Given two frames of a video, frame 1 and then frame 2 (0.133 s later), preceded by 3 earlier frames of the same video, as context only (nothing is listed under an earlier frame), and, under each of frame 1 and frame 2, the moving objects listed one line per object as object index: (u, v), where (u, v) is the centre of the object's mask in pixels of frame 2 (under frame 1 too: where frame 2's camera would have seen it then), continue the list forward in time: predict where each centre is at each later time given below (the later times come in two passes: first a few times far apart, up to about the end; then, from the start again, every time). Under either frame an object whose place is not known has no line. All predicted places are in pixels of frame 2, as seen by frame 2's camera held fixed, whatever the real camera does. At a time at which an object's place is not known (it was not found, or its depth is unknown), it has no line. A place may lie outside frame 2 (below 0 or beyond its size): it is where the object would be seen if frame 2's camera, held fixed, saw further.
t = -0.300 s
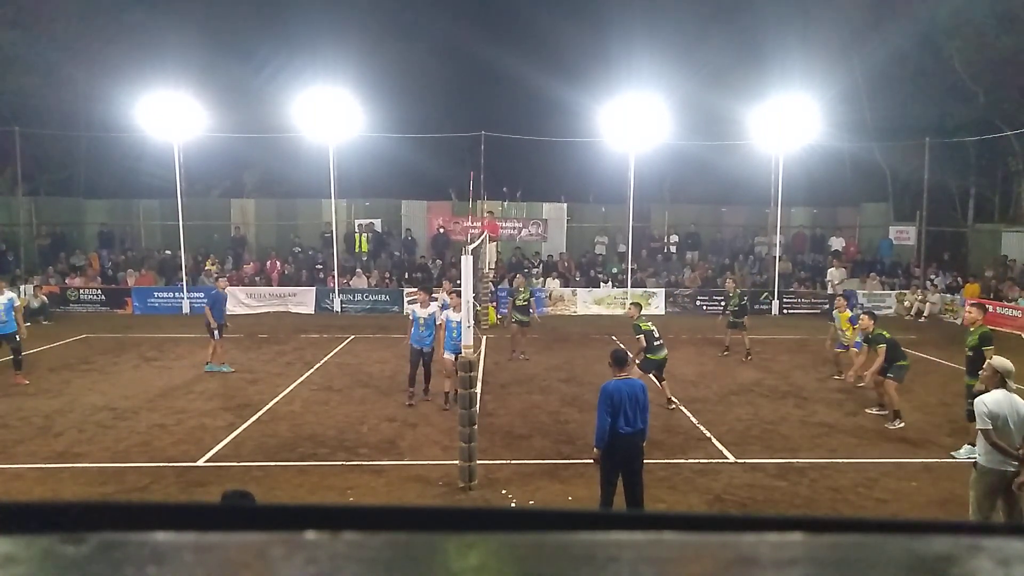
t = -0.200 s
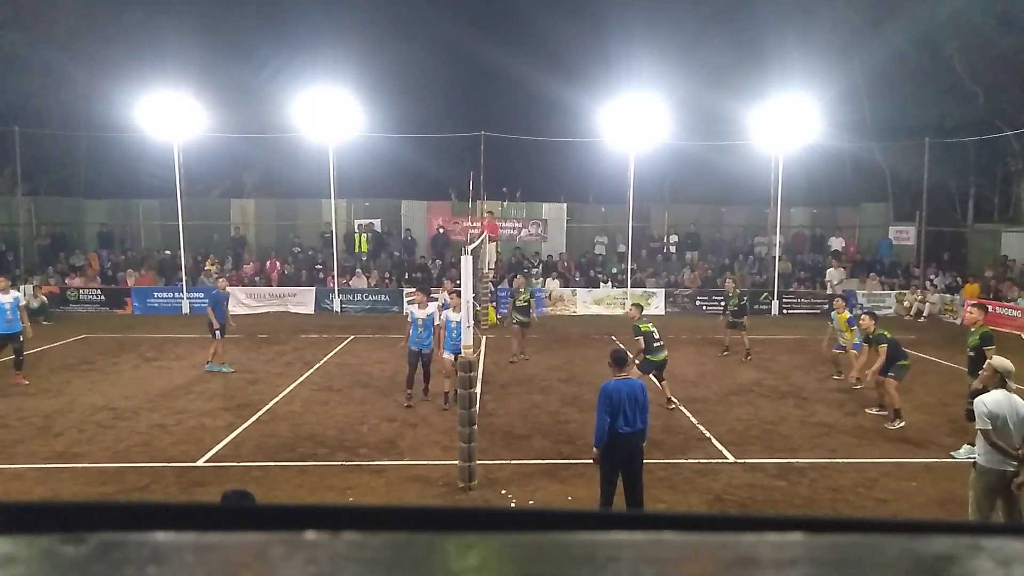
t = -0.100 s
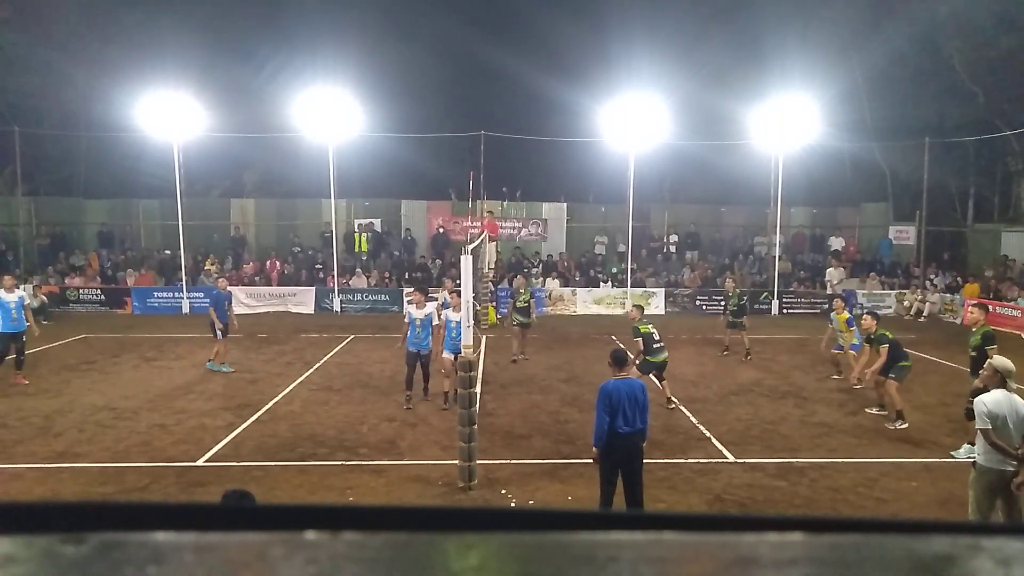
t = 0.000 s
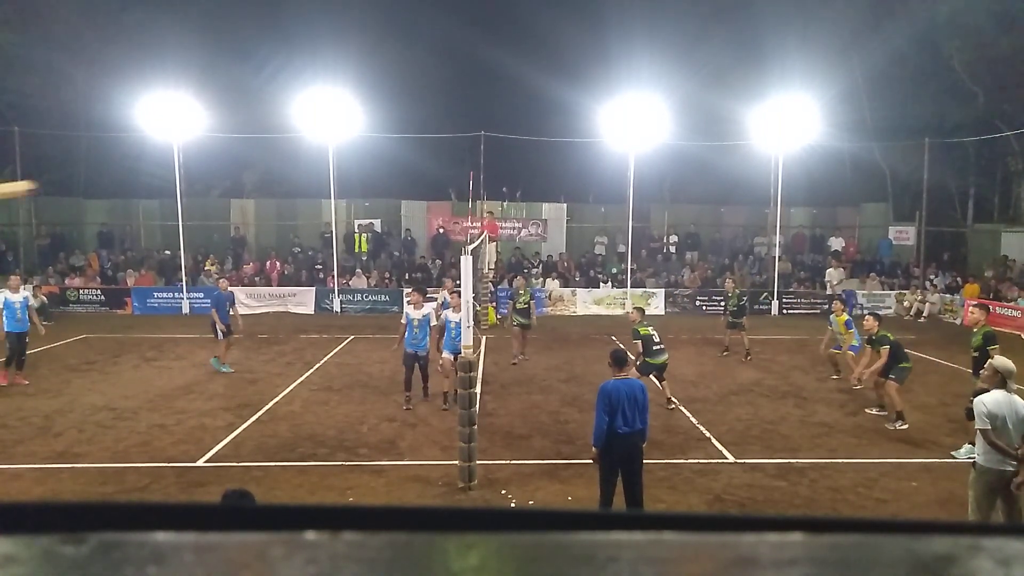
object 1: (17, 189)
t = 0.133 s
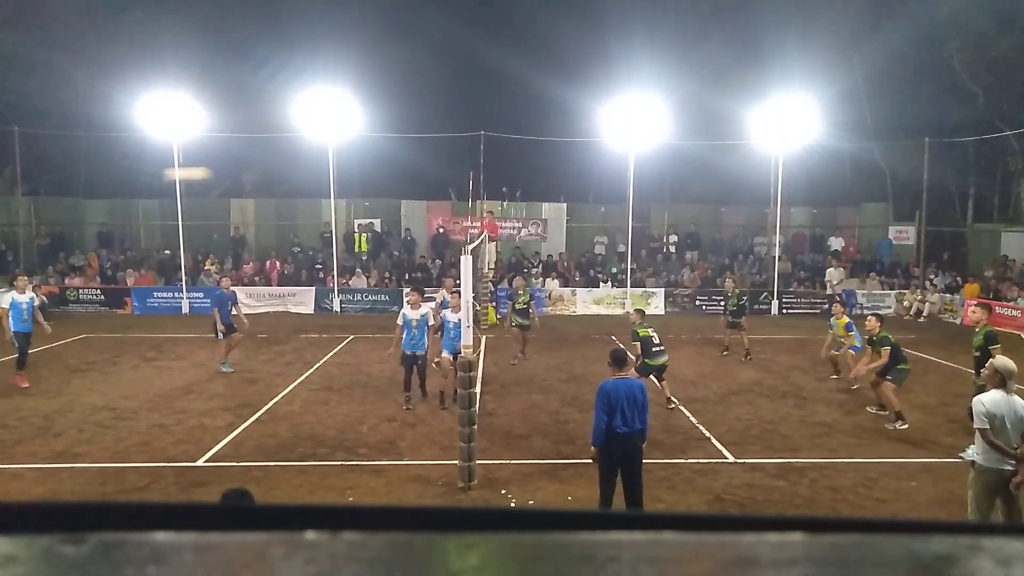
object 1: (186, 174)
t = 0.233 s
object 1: (308, 175)
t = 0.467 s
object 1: (556, 196)
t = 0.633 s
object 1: (708, 229)
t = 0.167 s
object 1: (229, 173)
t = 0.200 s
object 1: (269, 174)
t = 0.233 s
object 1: (308, 175)
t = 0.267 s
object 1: (350, 177)
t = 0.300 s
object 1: (385, 179)
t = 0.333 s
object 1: (422, 182)
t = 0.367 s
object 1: (455, 185)
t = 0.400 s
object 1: (490, 189)
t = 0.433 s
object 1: (522, 192)
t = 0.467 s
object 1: (556, 196)
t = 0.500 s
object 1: (588, 202)
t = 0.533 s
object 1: (616, 208)
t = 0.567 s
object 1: (650, 214)
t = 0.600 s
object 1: (680, 221)
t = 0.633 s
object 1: (708, 229)
